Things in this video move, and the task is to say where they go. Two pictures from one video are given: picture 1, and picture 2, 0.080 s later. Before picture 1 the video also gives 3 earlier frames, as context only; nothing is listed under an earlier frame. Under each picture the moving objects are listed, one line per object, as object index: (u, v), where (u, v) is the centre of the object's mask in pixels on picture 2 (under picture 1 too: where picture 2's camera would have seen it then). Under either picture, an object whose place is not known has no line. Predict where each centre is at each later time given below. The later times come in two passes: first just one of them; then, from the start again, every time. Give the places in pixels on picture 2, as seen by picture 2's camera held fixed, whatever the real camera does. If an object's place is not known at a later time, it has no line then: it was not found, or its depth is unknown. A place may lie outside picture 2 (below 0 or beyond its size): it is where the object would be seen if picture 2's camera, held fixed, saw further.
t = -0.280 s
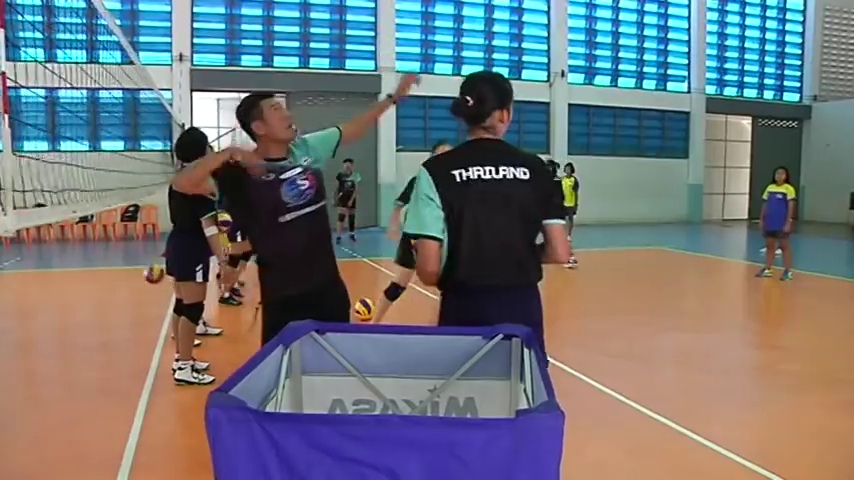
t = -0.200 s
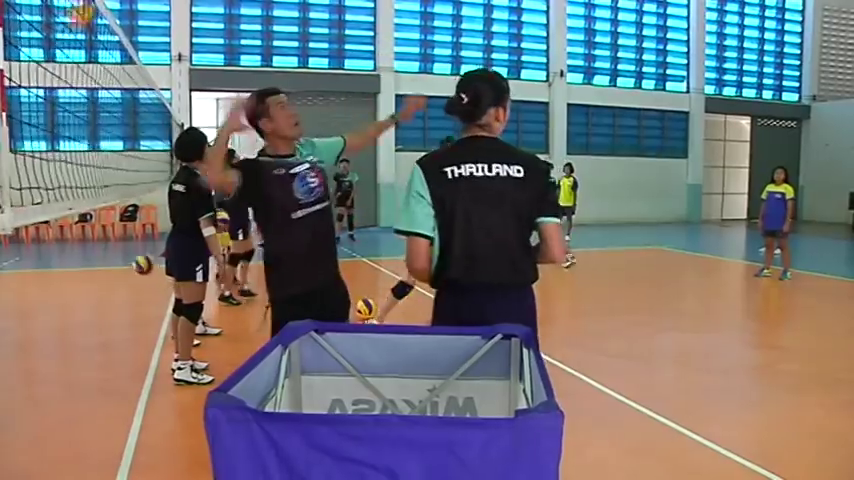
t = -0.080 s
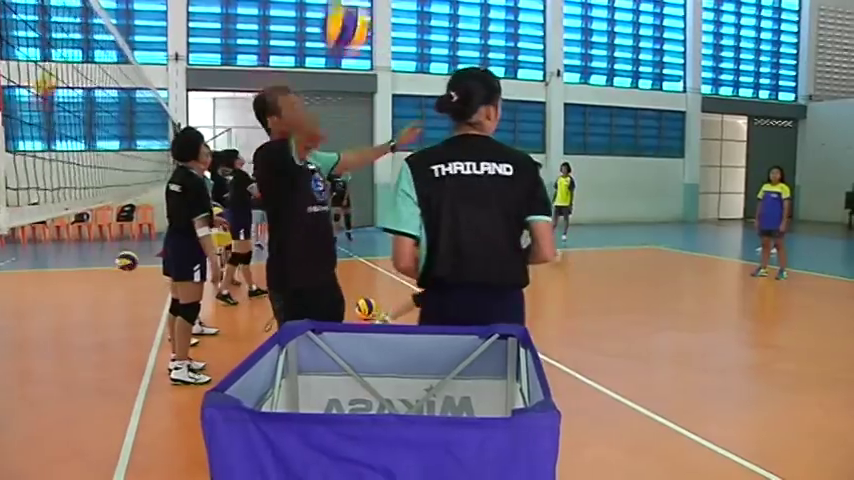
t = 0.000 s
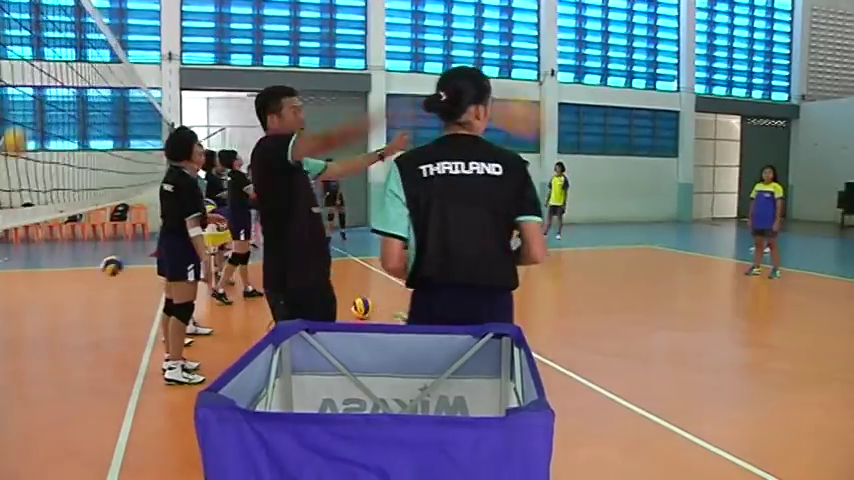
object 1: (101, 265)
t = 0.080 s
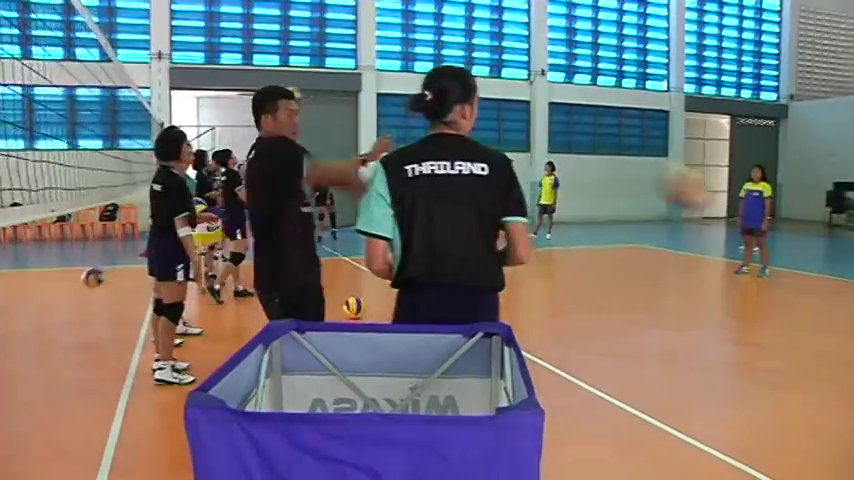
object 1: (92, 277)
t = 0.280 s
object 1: (70, 297)
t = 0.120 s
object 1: (88, 285)
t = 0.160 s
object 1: (85, 294)
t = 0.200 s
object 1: (81, 304)
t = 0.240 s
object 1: (76, 306)
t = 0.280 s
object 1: (70, 297)
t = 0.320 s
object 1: (65, 290)
